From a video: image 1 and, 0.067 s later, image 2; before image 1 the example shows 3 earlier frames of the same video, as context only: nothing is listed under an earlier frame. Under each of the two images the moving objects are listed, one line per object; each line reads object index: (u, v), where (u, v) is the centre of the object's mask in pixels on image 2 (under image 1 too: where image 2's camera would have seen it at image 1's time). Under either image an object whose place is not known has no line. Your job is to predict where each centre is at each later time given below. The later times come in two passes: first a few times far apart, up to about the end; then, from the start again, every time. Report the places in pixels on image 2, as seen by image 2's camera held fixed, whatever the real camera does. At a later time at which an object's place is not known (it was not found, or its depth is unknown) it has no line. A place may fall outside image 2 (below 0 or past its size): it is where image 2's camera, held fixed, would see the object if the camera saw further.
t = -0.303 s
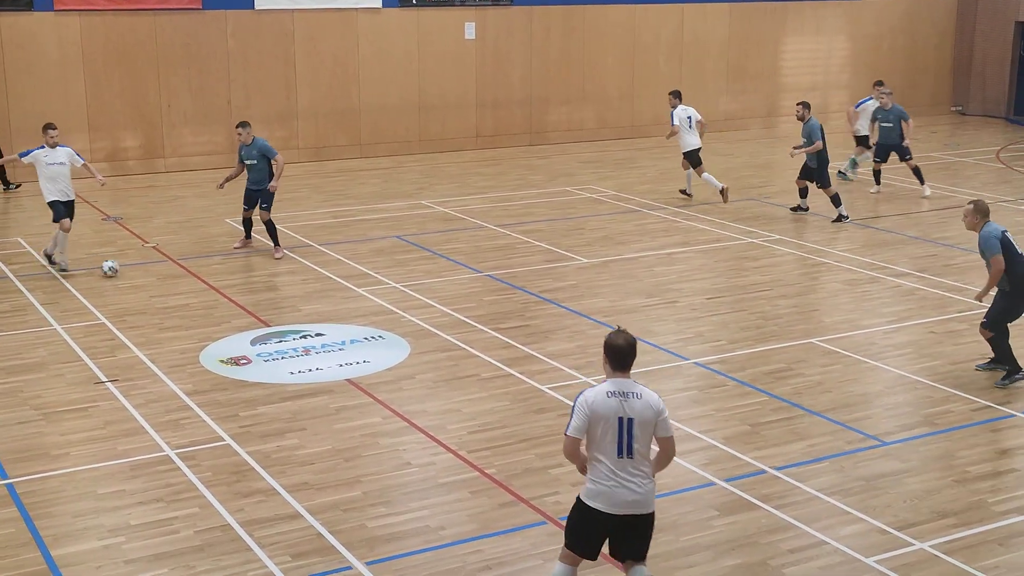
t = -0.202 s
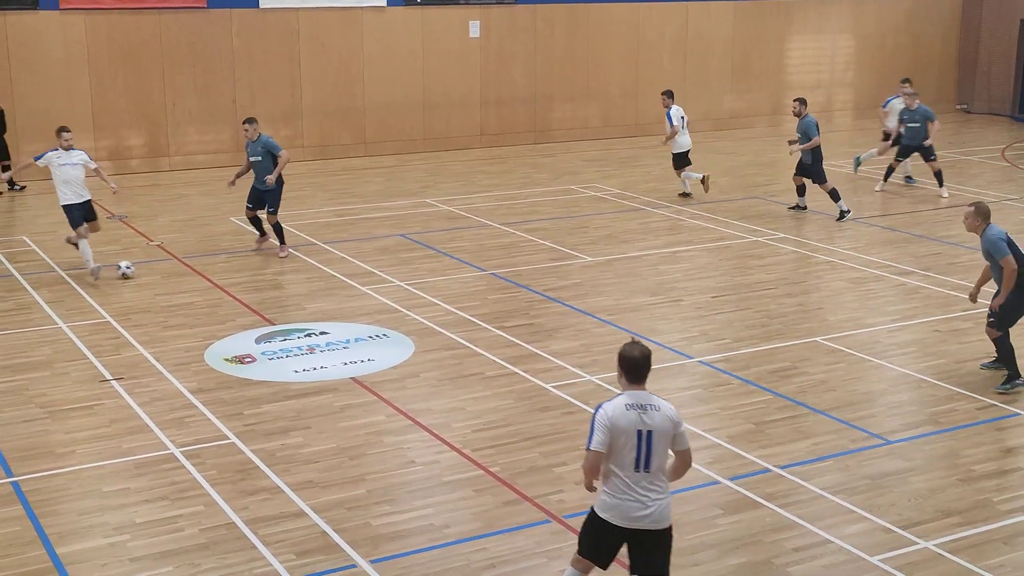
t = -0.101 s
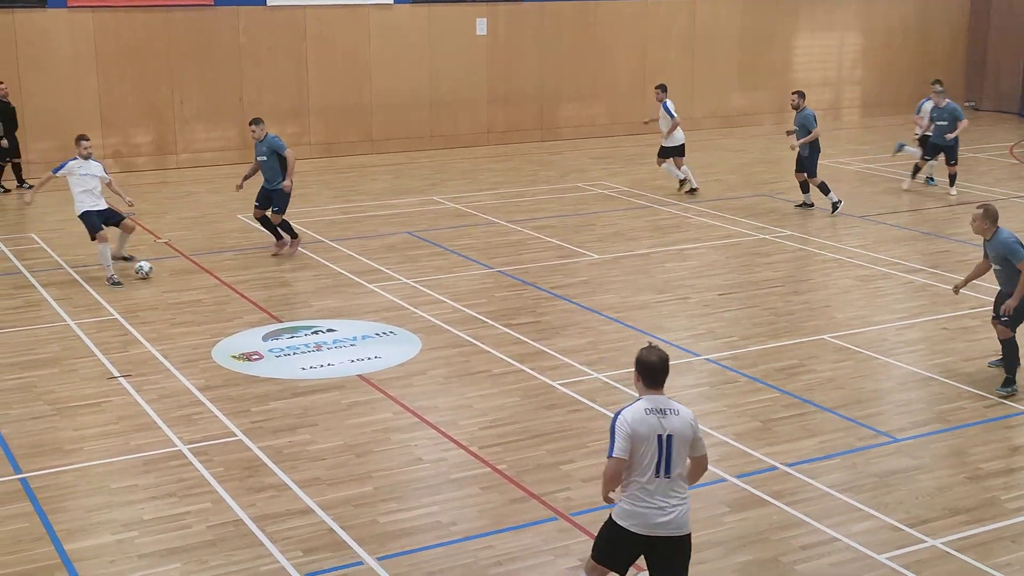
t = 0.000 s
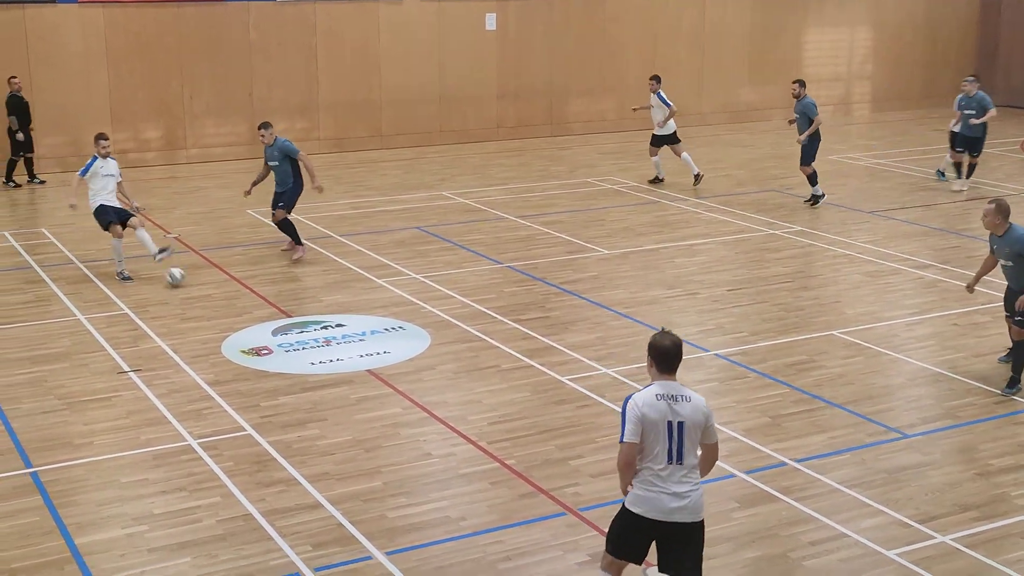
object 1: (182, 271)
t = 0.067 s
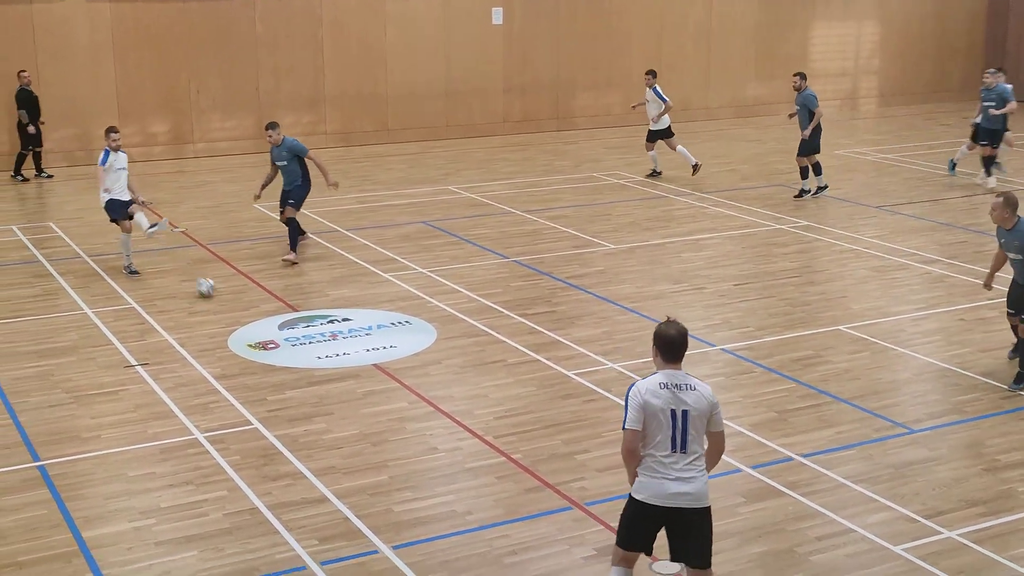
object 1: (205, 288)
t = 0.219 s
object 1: (260, 327)
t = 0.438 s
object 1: (352, 392)
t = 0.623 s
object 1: (443, 456)
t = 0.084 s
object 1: (211, 291)
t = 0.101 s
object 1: (217, 295)
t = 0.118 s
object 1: (224, 300)
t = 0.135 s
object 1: (229, 305)
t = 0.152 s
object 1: (236, 308)
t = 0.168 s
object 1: (243, 313)
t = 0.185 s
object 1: (248, 318)
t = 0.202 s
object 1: (255, 321)
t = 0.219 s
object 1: (260, 327)
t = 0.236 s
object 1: (269, 332)
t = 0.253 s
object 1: (273, 336)
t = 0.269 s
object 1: (281, 340)
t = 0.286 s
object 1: (287, 346)
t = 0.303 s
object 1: (294, 351)
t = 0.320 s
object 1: (301, 355)
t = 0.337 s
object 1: (308, 363)
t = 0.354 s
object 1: (316, 367)
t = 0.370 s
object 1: (323, 371)
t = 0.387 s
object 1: (330, 375)
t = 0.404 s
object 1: (337, 381)
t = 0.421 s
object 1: (345, 386)
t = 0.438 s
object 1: (352, 392)
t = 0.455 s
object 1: (360, 397)
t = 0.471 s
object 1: (367, 403)
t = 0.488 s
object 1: (375, 409)
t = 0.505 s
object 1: (383, 414)
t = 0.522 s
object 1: (392, 419)
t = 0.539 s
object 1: (400, 426)
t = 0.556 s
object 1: (409, 433)
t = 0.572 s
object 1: (417, 438)
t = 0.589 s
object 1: (425, 443)
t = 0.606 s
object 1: (434, 449)
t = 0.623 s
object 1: (443, 456)
